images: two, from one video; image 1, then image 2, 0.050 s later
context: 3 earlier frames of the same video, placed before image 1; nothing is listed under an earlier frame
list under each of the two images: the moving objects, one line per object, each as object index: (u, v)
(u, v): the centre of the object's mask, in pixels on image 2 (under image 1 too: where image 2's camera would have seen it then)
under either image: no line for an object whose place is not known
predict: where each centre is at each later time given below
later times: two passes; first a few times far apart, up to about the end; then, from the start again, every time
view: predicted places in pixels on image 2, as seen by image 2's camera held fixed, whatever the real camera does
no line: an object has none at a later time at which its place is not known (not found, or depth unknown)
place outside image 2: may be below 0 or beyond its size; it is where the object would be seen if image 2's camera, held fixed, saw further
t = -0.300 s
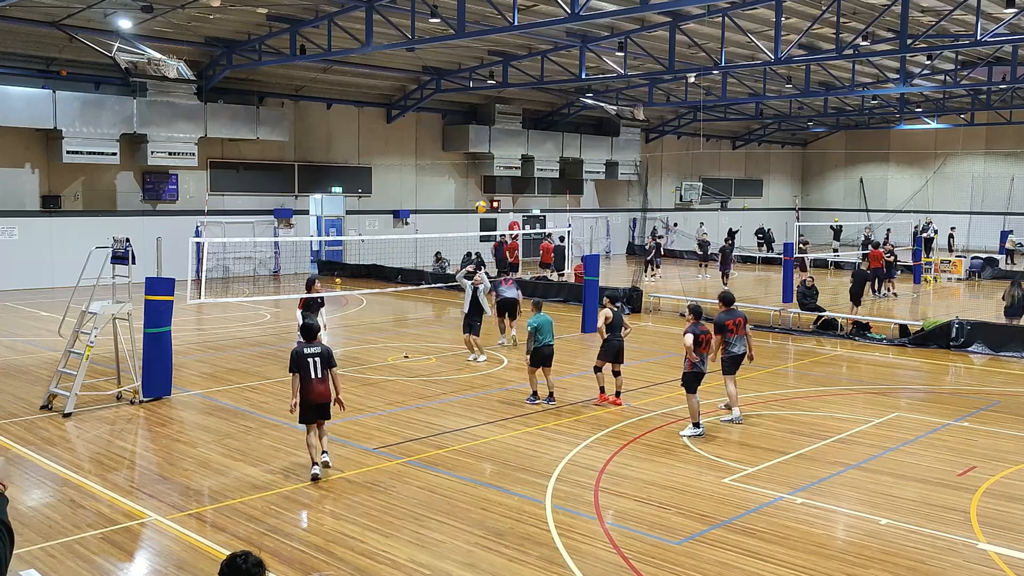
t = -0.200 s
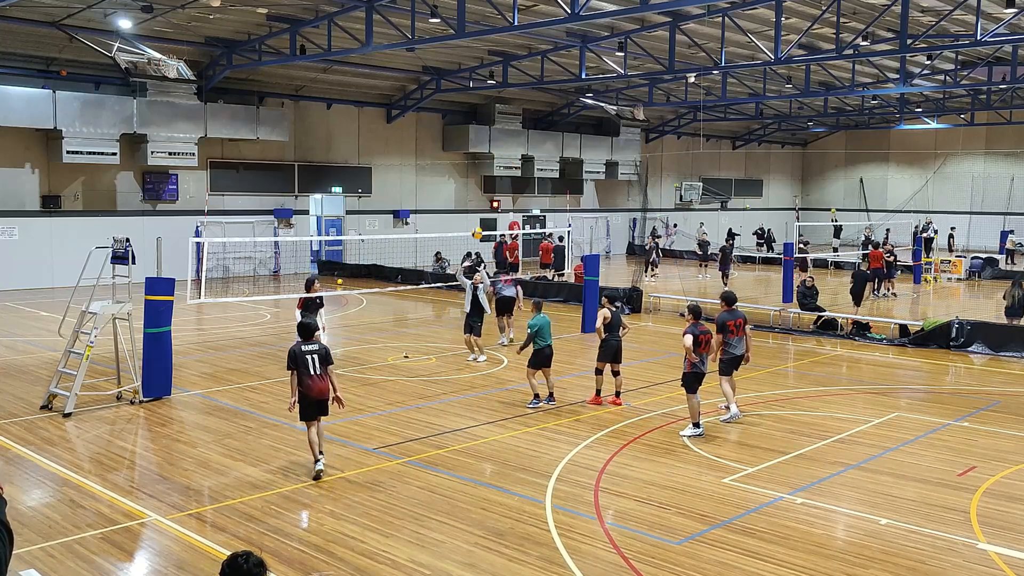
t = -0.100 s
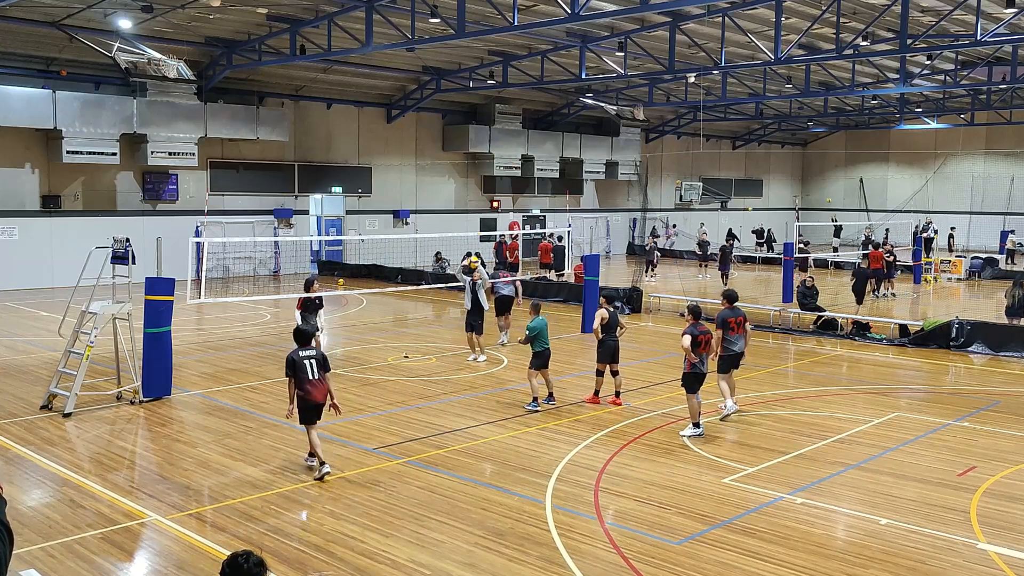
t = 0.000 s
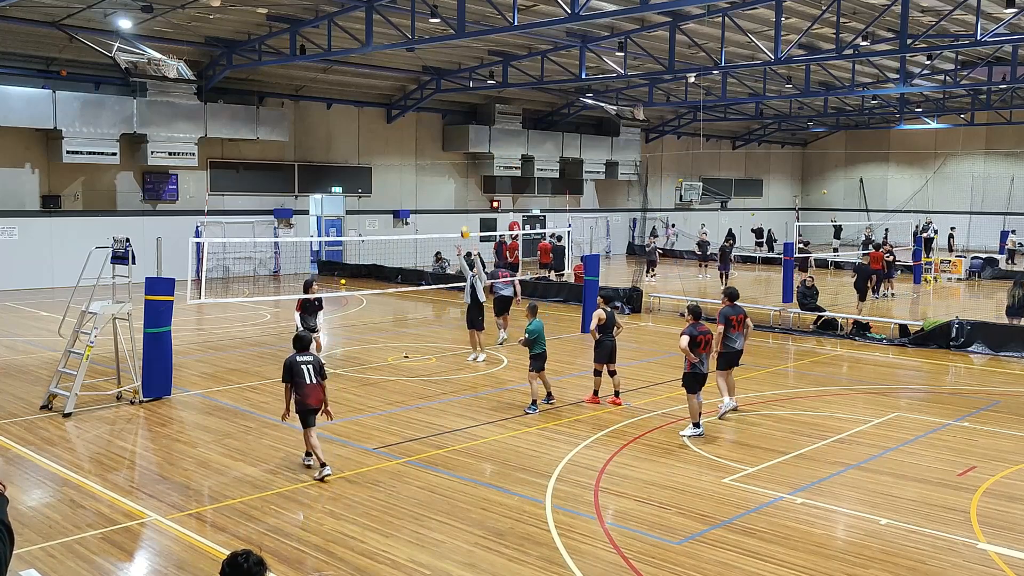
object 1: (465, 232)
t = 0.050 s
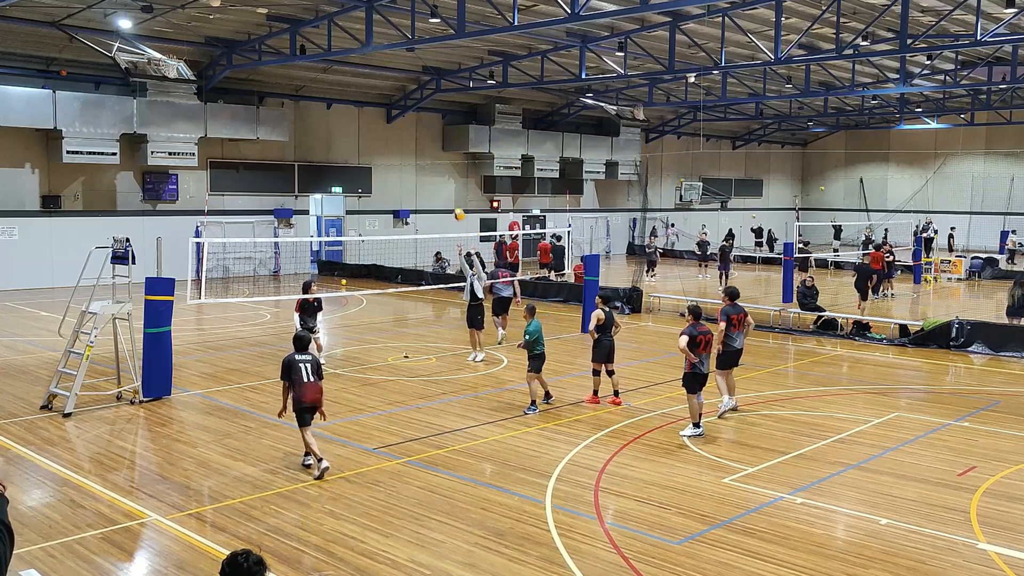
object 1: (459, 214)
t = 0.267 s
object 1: (433, 151)
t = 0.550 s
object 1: (397, 106)
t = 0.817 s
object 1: (363, 104)
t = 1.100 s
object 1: (326, 147)
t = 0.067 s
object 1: (457, 209)
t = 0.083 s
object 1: (455, 203)
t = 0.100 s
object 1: (453, 198)
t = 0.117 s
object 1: (451, 193)
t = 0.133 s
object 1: (449, 187)
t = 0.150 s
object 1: (447, 182)
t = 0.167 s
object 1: (445, 177)
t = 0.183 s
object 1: (443, 173)
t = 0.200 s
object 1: (441, 168)
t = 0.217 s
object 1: (439, 163)
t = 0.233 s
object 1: (437, 159)
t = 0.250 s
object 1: (435, 155)
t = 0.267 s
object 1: (433, 151)
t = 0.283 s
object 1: (431, 147)
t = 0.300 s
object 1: (429, 143)
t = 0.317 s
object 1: (427, 140)
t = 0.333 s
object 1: (424, 136)
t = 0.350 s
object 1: (423, 133)
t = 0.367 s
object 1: (420, 130)
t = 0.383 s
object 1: (418, 127)
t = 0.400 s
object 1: (416, 124)
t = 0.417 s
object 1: (414, 122)
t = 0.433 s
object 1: (412, 119)
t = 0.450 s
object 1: (410, 117)
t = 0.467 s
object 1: (408, 115)
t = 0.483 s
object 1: (406, 113)
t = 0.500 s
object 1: (404, 111)
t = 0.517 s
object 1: (402, 109)
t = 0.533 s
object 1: (399, 108)
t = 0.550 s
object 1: (397, 106)
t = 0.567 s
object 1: (395, 105)
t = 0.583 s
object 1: (393, 104)
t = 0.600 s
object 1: (391, 103)
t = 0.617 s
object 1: (389, 102)
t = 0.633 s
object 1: (387, 101)
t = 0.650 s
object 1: (385, 101)
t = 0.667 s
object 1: (382, 100)
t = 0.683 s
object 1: (380, 100)
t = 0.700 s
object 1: (378, 100)
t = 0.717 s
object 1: (376, 100)
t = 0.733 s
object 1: (374, 100)
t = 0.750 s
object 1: (372, 101)
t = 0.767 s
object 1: (369, 101)
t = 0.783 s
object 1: (367, 102)
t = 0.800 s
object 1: (365, 103)
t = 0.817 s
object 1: (363, 104)
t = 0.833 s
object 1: (361, 105)
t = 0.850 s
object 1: (359, 106)
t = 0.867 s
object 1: (356, 108)
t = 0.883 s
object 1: (354, 110)
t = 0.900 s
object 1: (352, 112)
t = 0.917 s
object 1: (350, 114)
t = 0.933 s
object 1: (348, 116)
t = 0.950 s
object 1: (346, 118)
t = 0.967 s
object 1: (343, 121)
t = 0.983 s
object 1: (341, 124)
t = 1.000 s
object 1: (339, 127)
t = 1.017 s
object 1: (337, 130)
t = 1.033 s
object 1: (334, 133)
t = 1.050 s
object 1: (332, 136)
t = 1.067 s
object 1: (330, 140)
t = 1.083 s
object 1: (328, 144)
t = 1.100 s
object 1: (326, 147)
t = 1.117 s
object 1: (324, 151)
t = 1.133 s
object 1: (321, 156)
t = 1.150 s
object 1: (319, 160)
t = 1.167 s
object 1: (317, 165)
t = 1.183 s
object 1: (315, 170)
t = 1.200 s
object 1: (313, 175)
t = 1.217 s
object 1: (311, 180)
